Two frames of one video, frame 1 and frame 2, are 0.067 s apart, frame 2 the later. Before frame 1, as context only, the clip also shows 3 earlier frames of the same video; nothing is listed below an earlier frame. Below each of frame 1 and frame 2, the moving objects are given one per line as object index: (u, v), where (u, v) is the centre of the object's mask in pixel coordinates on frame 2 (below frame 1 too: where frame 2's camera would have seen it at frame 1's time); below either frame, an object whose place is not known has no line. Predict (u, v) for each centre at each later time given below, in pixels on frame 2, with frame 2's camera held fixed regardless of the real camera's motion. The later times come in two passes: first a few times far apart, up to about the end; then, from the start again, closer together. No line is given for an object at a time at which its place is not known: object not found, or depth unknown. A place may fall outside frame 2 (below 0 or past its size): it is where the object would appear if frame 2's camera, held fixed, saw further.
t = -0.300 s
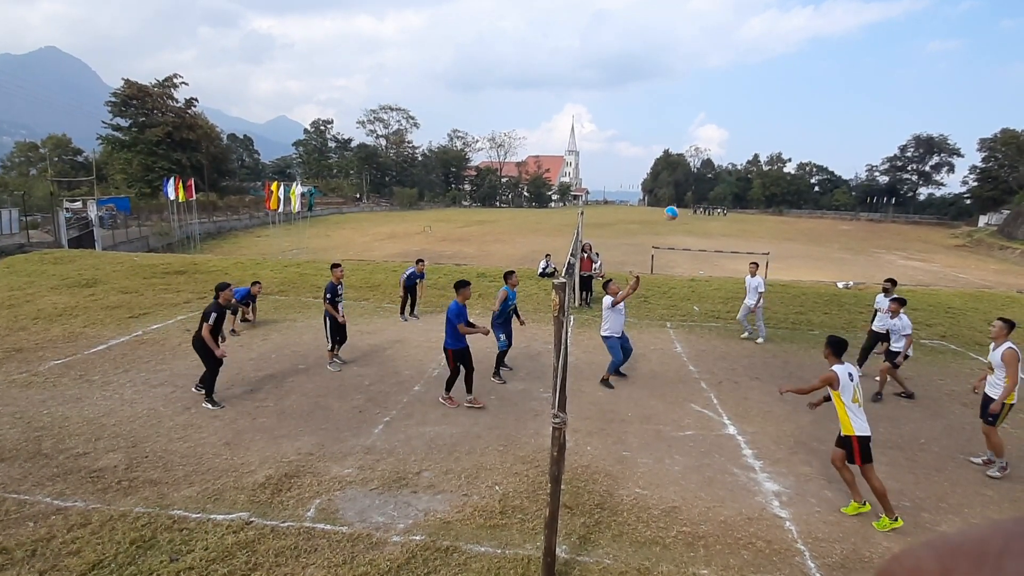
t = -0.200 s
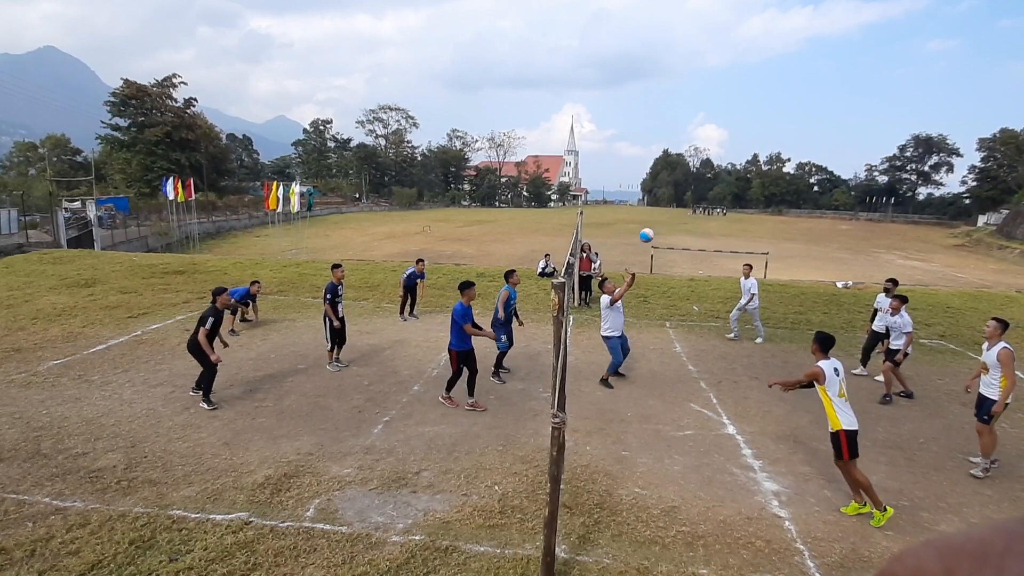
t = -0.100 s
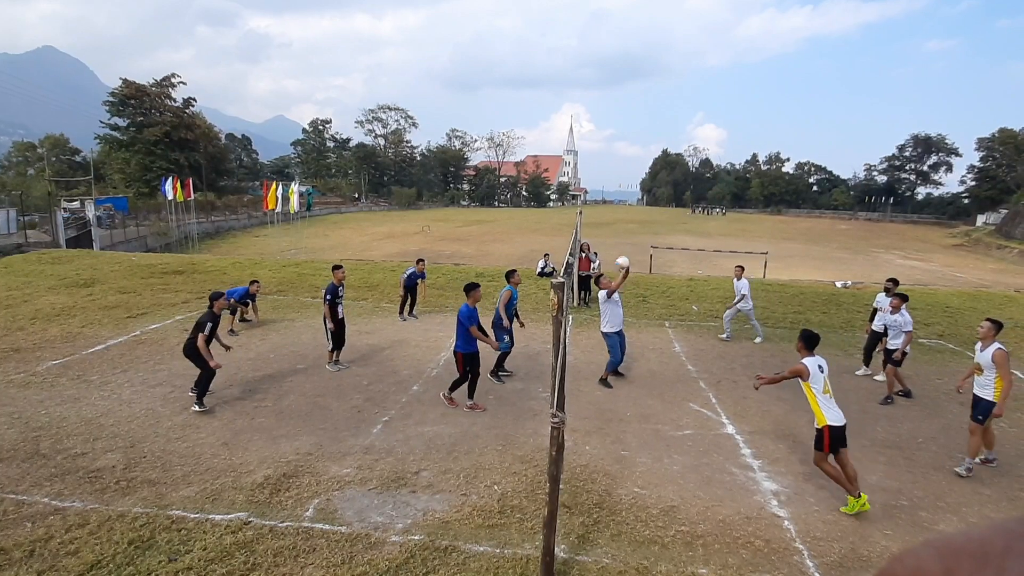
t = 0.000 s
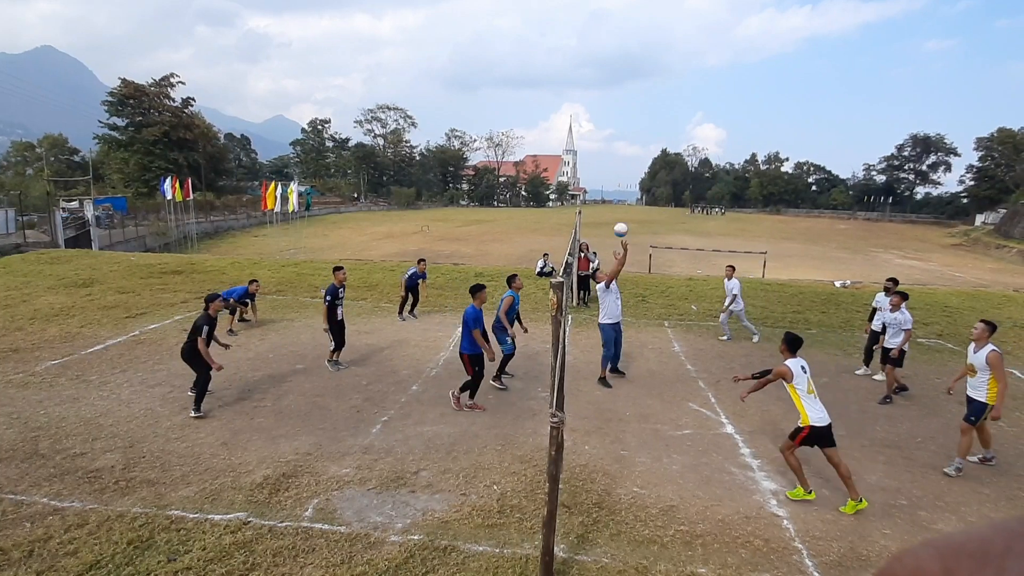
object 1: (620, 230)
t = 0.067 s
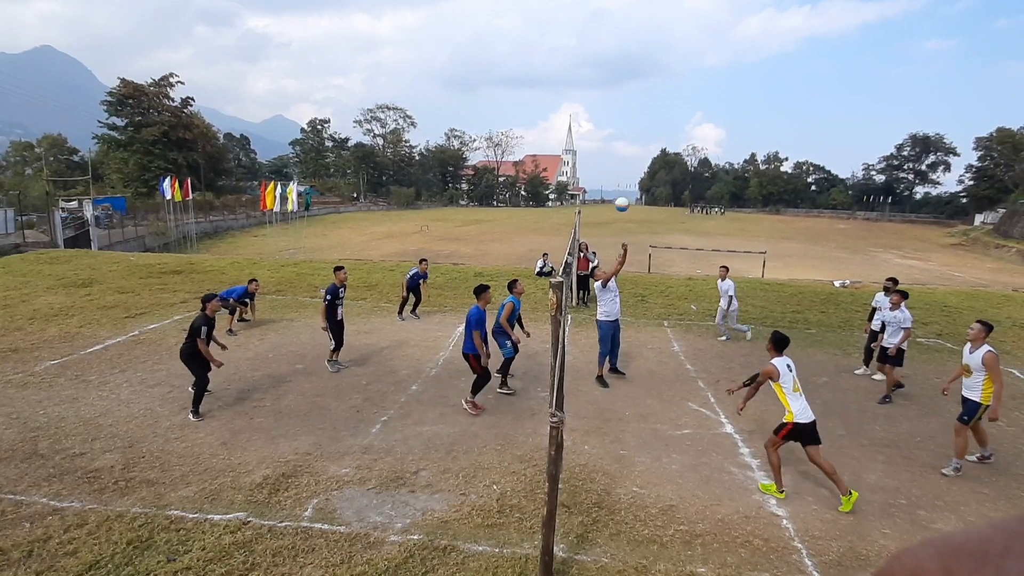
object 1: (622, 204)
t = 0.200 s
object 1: (626, 163)
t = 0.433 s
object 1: (632, 114)
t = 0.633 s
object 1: (635, 102)
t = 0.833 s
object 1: (636, 122)
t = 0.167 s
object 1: (625, 171)
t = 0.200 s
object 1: (626, 163)
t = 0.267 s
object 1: (628, 145)
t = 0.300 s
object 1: (629, 137)
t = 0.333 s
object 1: (629, 130)
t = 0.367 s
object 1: (630, 124)
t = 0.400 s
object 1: (631, 118)
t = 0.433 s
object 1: (632, 114)
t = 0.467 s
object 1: (632, 110)
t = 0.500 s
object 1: (633, 106)
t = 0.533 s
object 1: (633, 104)
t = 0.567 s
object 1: (634, 103)
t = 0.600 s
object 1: (634, 102)
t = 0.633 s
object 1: (635, 102)
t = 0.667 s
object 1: (635, 103)
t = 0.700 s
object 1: (635, 105)
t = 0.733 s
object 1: (636, 108)
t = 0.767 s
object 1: (636, 112)
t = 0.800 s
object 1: (636, 117)
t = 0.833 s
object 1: (636, 122)
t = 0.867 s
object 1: (636, 129)
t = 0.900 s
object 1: (636, 136)
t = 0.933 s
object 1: (636, 145)
